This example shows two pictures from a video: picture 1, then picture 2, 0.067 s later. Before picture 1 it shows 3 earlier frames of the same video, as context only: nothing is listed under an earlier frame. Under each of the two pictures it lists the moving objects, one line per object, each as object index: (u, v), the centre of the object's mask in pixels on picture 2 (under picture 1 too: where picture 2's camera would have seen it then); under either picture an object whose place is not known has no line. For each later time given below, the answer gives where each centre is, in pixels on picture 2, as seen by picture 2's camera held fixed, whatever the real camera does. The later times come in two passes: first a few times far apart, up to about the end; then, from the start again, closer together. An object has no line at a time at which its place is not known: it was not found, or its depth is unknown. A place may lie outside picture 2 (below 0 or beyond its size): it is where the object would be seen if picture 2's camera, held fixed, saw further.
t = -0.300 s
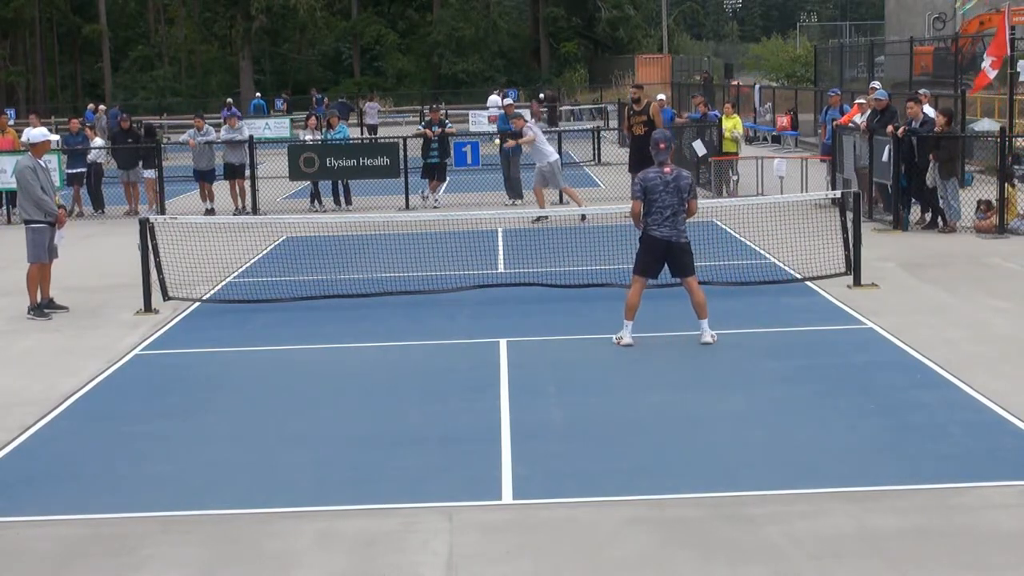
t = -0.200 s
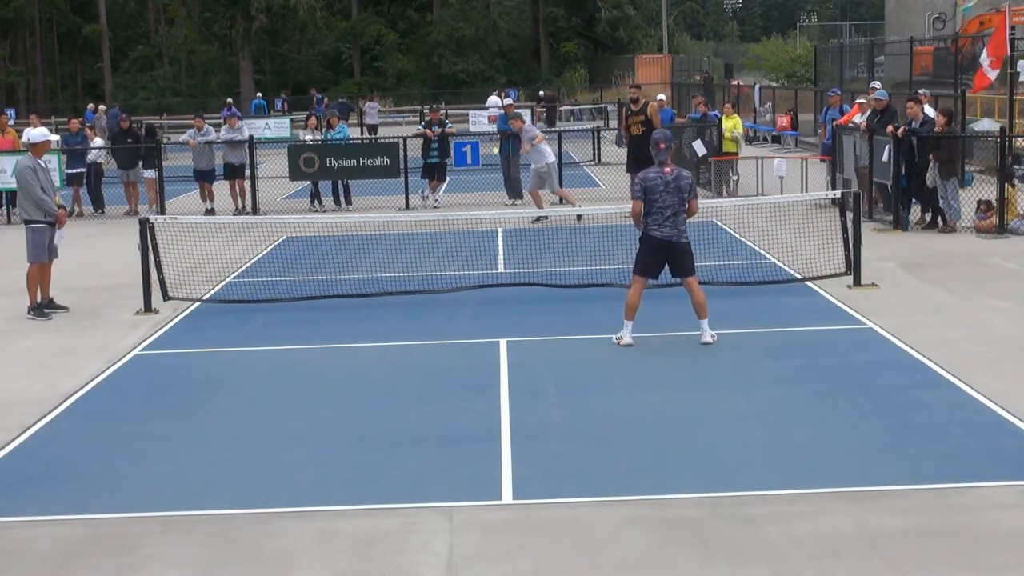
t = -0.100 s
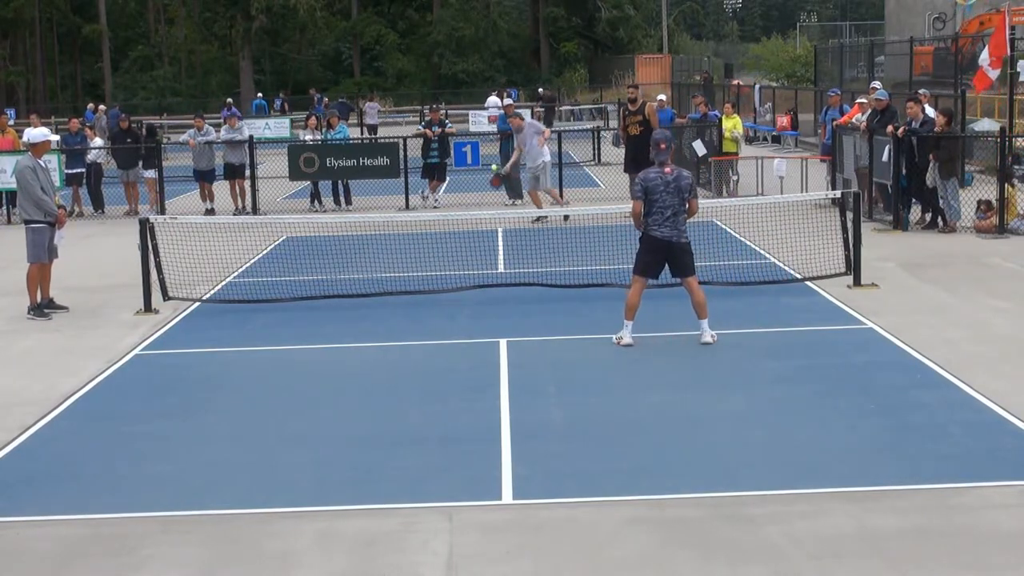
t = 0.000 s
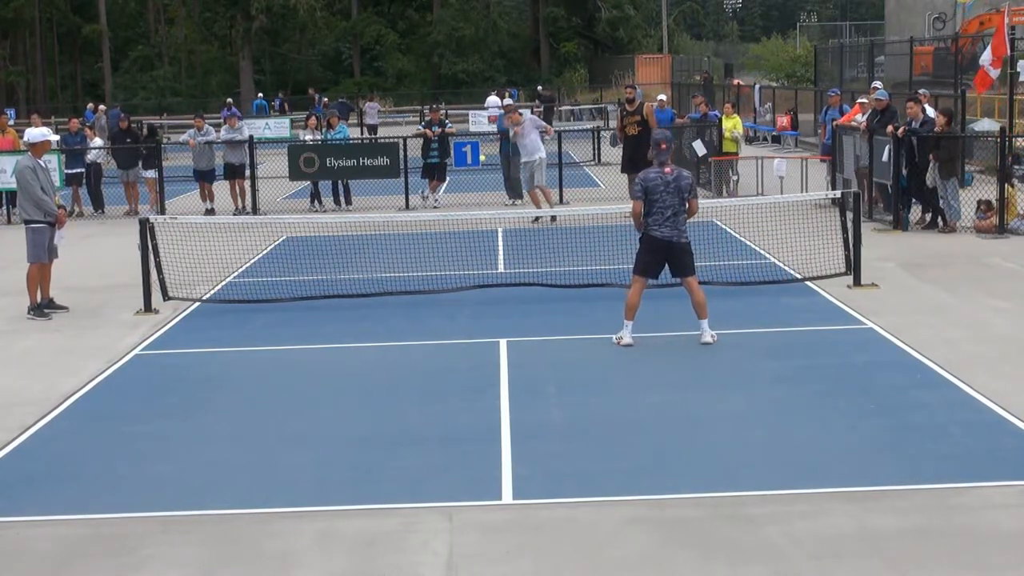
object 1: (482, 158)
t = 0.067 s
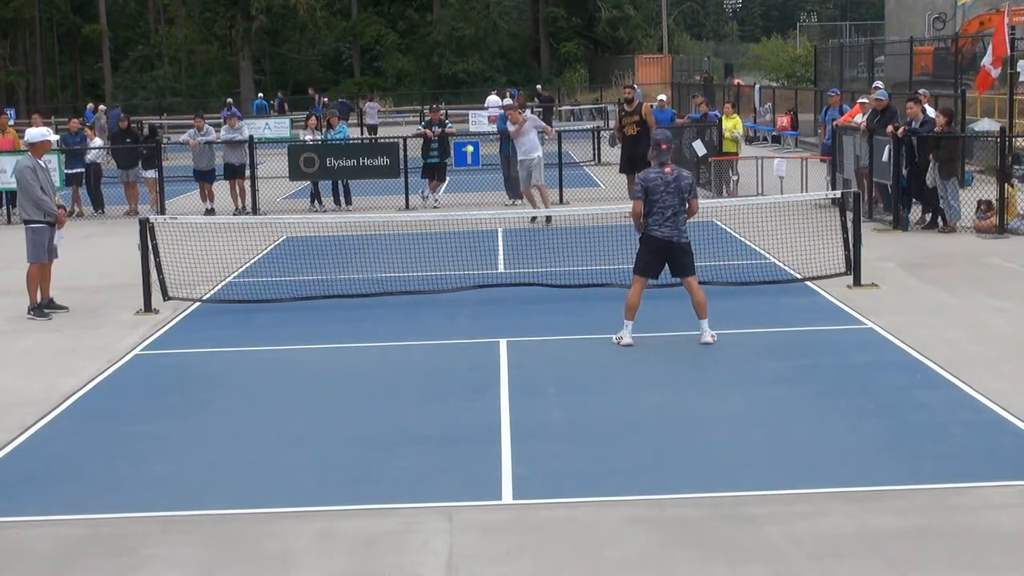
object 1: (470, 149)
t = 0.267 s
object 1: (427, 151)
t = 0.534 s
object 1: (349, 250)
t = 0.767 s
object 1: (261, 349)
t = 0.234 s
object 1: (435, 147)
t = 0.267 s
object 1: (427, 151)
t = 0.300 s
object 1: (419, 157)
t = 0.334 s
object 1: (410, 164)
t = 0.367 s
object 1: (401, 174)
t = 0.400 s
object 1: (391, 184)
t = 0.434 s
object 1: (381, 198)
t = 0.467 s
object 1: (371, 212)
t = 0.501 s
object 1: (361, 229)
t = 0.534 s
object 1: (349, 250)
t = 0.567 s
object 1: (337, 273)
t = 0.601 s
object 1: (325, 299)
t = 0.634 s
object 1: (312, 328)
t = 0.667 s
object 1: (298, 359)
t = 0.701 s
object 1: (285, 373)
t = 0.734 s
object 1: (273, 360)
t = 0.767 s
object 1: (261, 349)
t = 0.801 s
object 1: (248, 340)
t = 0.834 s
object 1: (235, 332)
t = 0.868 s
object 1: (221, 325)
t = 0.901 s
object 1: (206, 321)
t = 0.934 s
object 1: (192, 319)
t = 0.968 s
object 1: (176, 320)
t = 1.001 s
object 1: (159, 321)
